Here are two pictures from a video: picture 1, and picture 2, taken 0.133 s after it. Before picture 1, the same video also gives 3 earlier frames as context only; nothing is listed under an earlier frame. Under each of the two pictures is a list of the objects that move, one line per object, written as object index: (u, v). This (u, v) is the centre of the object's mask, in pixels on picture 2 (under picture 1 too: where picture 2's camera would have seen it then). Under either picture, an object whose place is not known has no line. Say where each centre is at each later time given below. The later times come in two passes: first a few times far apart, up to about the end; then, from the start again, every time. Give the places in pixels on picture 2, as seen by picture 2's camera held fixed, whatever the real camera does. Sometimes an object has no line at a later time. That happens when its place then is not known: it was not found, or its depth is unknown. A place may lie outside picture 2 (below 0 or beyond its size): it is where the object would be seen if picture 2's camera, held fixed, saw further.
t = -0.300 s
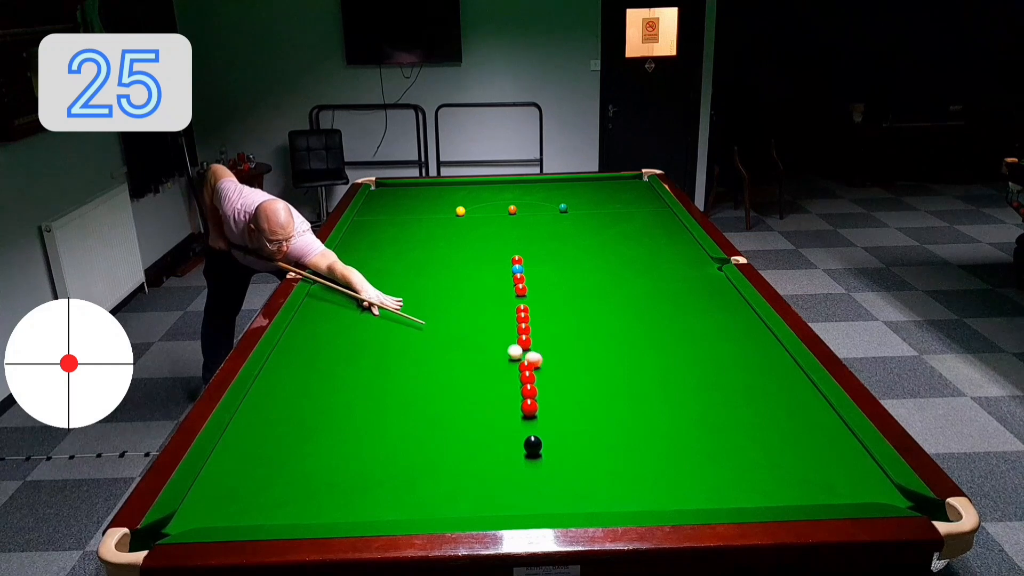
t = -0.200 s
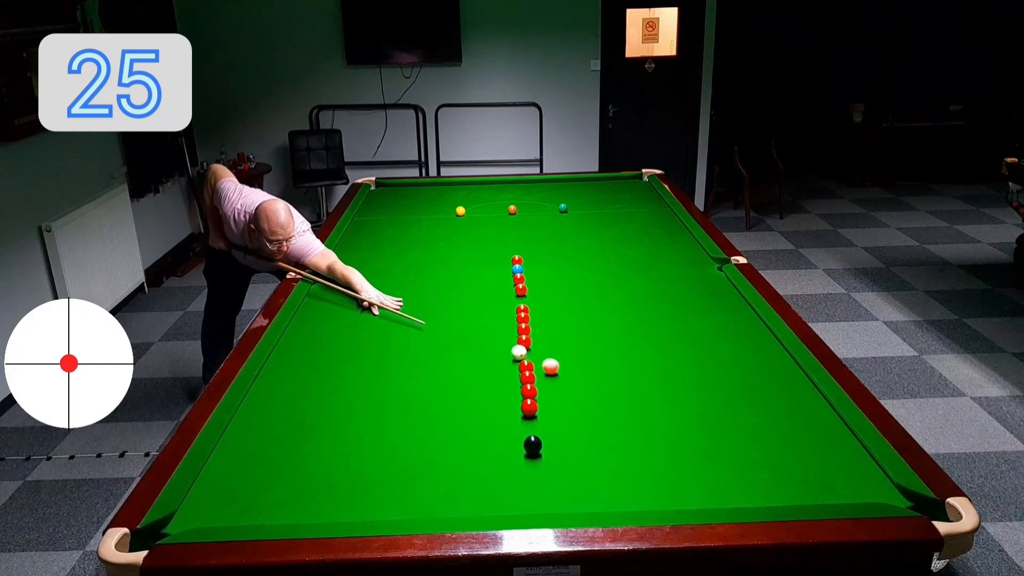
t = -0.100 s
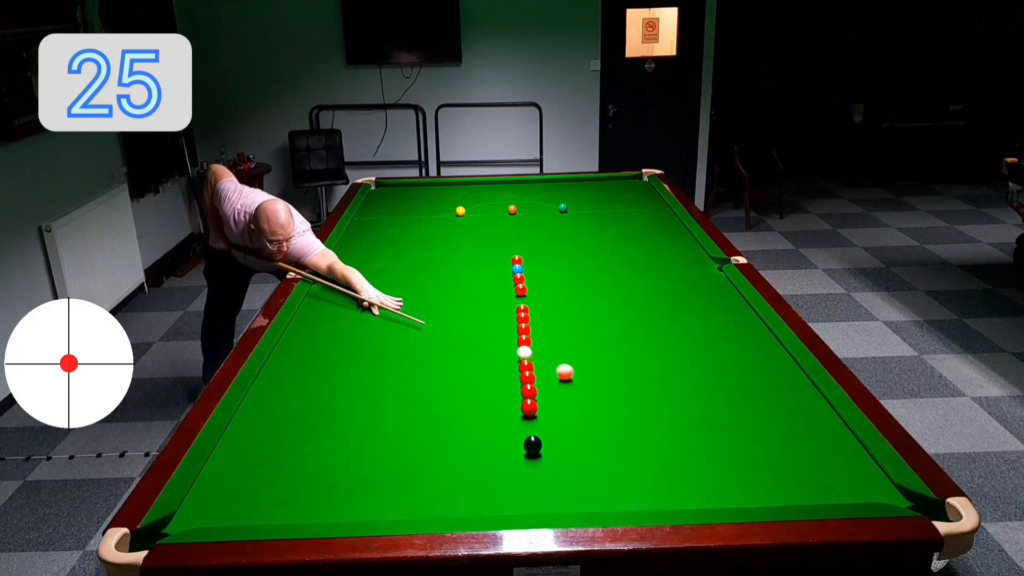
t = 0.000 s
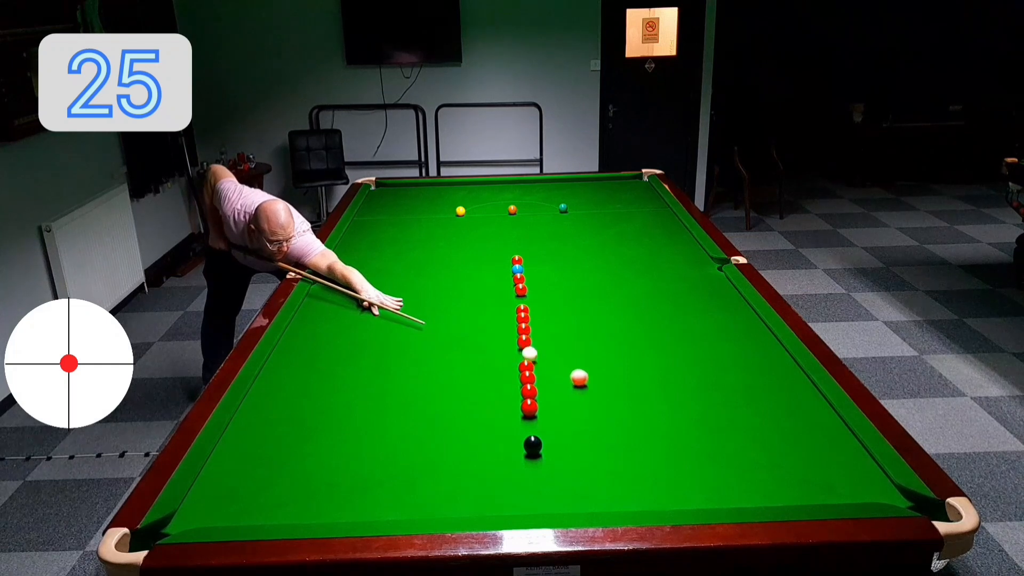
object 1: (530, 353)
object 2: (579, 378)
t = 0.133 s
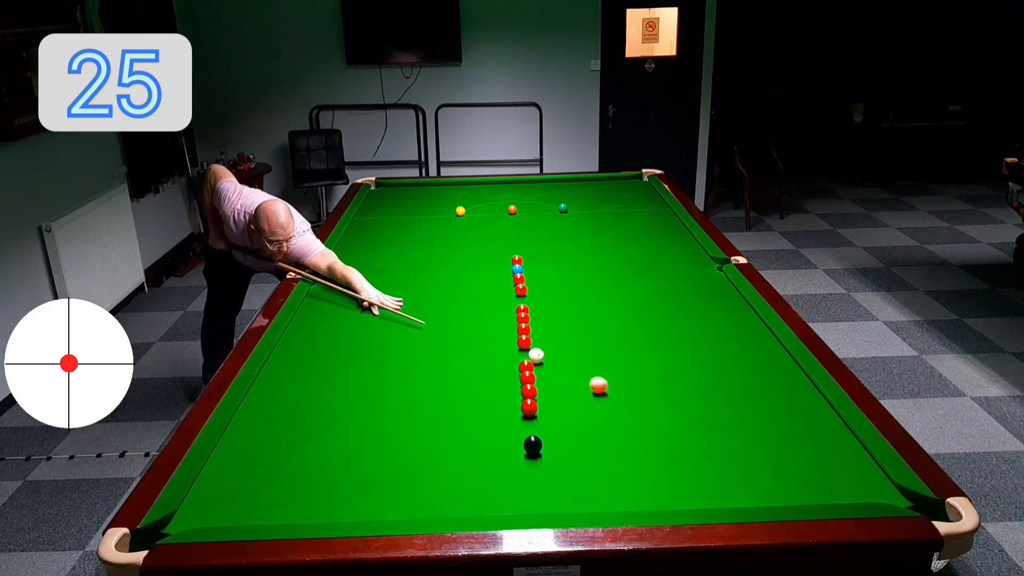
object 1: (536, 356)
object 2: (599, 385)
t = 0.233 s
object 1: (541, 357)
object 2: (614, 391)
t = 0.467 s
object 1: (551, 358)
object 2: (649, 405)
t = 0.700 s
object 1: (561, 360)
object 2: (686, 419)
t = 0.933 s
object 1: (569, 362)
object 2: (725, 433)
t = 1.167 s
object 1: (576, 363)
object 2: (764, 448)
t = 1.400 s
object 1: (582, 364)
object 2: (803, 464)
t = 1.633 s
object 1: (586, 364)
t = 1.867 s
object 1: (590, 365)
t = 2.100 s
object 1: (591, 365)
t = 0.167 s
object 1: (538, 356)
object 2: (604, 387)
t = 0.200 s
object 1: (539, 356)
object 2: (609, 389)
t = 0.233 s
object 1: (541, 357)
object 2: (614, 391)
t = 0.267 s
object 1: (542, 357)
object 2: (619, 393)
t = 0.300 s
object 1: (544, 358)
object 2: (623, 395)
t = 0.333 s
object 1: (546, 357)
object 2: (629, 397)
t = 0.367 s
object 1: (547, 358)
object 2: (634, 399)
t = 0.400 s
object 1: (549, 358)
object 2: (639, 401)
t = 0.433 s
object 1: (550, 358)
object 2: (644, 403)
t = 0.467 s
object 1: (551, 358)
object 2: (649, 405)
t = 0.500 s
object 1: (553, 359)
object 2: (654, 407)
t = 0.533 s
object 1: (554, 359)
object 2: (660, 409)
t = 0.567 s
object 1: (556, 359)
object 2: (665, 411)
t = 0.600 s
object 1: (557, 360)
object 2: (670, 413)
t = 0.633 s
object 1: (558, 360)
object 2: (676, 415)
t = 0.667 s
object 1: (559, 360)
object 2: (681, 417)
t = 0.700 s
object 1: (561, 360)
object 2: (686, 419)
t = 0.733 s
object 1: (562, 361)
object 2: (692, 421)
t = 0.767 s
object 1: (563, 361)
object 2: (697, 423)
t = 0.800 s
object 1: (564, 361)
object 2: (703, 425)
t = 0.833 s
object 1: (566, 361)
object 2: (708, 428)
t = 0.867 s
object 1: (567, 361)
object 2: (714, 429)
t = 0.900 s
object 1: (568, 361)
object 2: (719, 431)
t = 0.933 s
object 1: (569, 362)
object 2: (725, 433)
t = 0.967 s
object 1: (570, 362)
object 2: (730, 436)
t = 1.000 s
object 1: (571, 362)
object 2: (736, 438)
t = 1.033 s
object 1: (572, 362)
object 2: (741, 440)
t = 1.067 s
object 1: (573, 362)
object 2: (747, 442)
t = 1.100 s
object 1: (574, 362)
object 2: (752, 444)
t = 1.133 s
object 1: (575, 363)
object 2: (758, 447)
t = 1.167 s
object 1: (576, 363)
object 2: (764, 448)
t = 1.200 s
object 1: (577, 363)
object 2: (769, 451)
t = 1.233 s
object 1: (578, 363)
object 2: (775, 453)
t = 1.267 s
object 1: (579, 363)
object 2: (781, 455)
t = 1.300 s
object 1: (580, 363)
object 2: (786, 457)
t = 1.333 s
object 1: (581, 363)
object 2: (792, 459)
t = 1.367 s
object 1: (581, 363)
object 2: (798, 461)
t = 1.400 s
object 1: (582, 364)
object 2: (803, 464)
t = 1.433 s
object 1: (583, 364)
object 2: (809, 465)
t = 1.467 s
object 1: (583, 364)
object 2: (815, 468)
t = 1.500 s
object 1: (584, 364)
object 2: (820, 470)
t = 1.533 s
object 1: (585, 364)
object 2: (826, 472)
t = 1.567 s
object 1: (585, 364)
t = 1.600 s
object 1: (586, 364)
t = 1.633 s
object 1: (586, 364)
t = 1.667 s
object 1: (587, 364)
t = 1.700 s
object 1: (588, 364)
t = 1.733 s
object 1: (588, 364)
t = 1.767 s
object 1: (588, 365)
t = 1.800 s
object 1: (589, 365)
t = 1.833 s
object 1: (589, 365)
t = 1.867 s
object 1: (590, 365)
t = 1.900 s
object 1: (590, 365)
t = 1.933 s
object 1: (590, 365)
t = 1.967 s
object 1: (591, 365)
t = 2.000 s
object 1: (591, 365)
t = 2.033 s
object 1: (591, 365)
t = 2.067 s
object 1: (591, 365)
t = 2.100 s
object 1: (591, 365)
